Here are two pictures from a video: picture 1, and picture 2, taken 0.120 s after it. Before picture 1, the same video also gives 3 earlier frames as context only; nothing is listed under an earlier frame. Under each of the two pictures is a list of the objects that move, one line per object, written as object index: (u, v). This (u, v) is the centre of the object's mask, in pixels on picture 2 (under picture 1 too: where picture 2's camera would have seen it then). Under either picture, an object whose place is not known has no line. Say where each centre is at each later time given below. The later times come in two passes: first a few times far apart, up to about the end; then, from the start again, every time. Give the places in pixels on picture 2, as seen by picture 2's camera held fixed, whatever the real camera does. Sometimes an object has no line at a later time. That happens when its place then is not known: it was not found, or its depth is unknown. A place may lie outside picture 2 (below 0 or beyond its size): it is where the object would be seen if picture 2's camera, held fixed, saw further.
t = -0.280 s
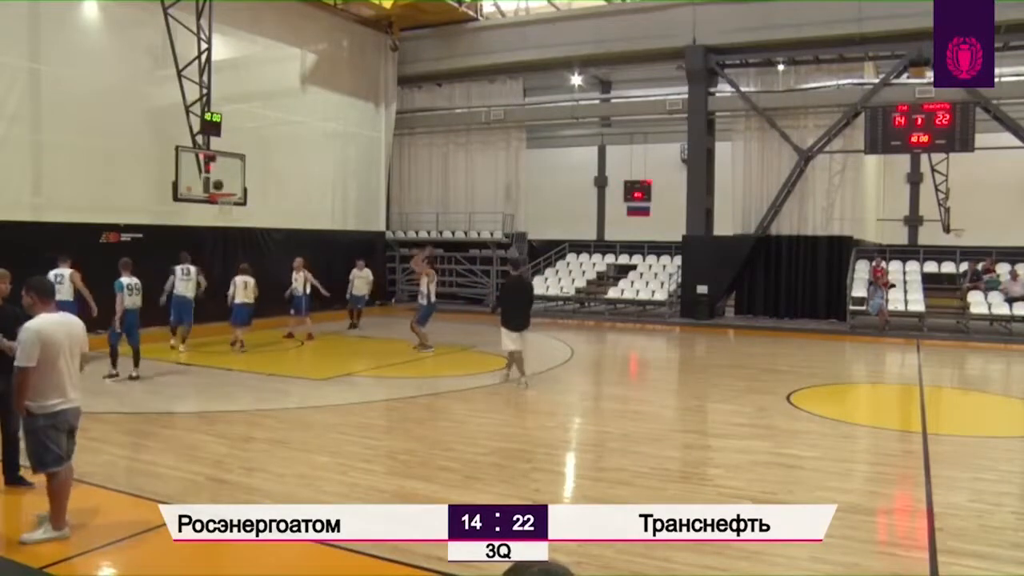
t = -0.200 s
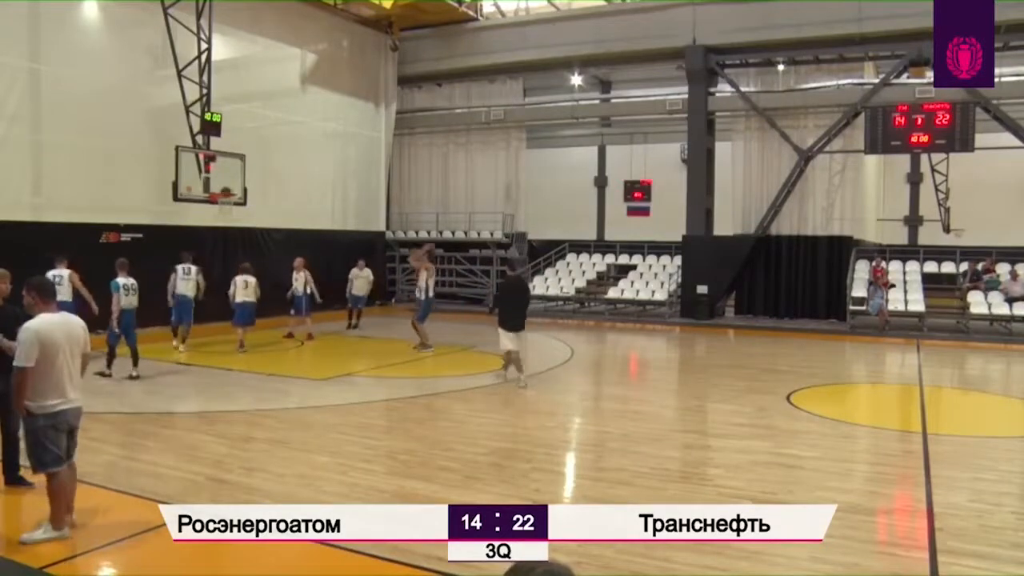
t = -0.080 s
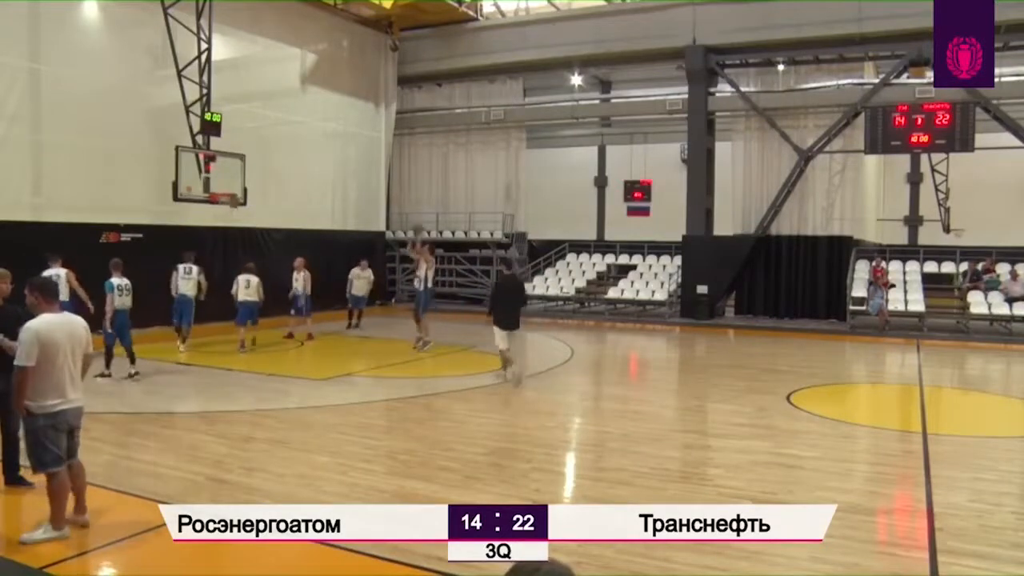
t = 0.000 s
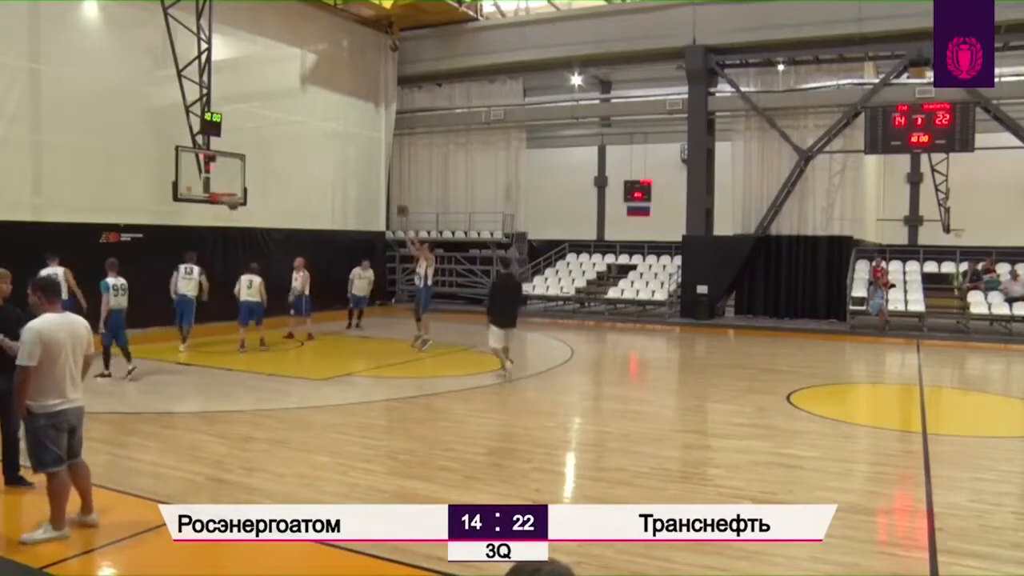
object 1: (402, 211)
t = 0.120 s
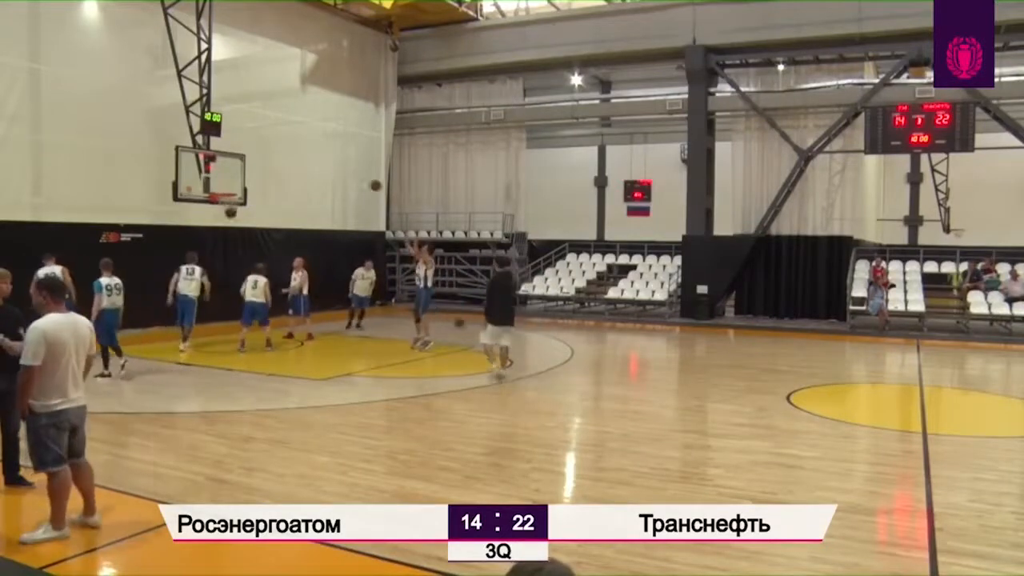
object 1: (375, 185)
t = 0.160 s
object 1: (367, 179)
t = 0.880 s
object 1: (224, 199)
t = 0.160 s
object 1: (367, 179)
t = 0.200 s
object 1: (358, 173)
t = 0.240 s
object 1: (350, 169)
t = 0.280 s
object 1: (341, 165)
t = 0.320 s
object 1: (333, 162)
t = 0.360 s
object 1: (325, 160)
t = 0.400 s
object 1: (316, 158)
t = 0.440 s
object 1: (308, 158)
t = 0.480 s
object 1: (300, 158)
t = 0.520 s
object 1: (292, 158)
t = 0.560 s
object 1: (284, 160)
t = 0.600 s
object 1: (276, 162)
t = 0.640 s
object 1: (268, 165)
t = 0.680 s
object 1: (260, 169)
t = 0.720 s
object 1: (253, 173)
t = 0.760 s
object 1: (245, 179)
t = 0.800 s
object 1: (237, 185)
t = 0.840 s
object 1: (230, 191)
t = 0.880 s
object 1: (224, 199)
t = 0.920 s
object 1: (217, 203)
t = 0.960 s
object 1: (217, 205)
